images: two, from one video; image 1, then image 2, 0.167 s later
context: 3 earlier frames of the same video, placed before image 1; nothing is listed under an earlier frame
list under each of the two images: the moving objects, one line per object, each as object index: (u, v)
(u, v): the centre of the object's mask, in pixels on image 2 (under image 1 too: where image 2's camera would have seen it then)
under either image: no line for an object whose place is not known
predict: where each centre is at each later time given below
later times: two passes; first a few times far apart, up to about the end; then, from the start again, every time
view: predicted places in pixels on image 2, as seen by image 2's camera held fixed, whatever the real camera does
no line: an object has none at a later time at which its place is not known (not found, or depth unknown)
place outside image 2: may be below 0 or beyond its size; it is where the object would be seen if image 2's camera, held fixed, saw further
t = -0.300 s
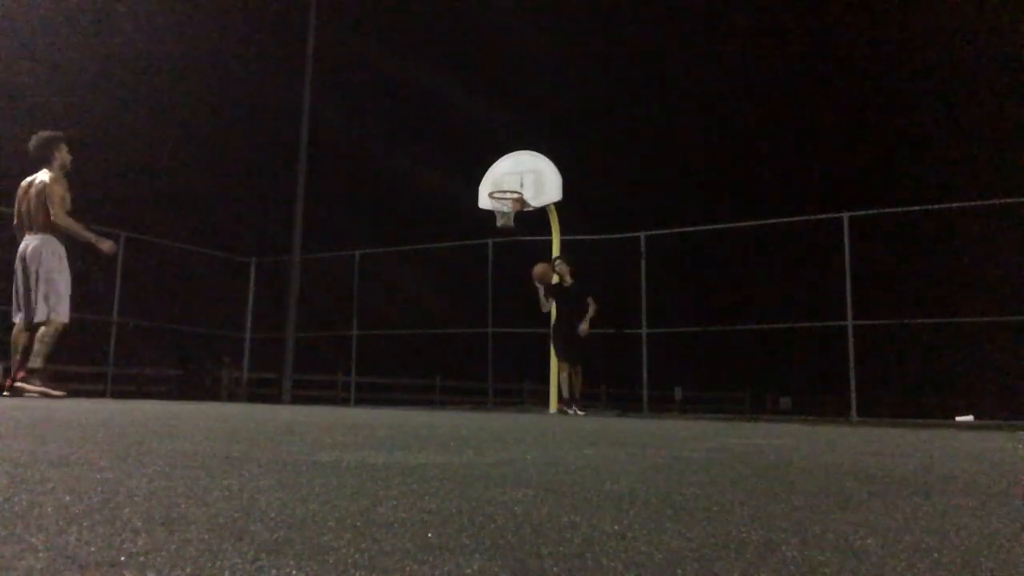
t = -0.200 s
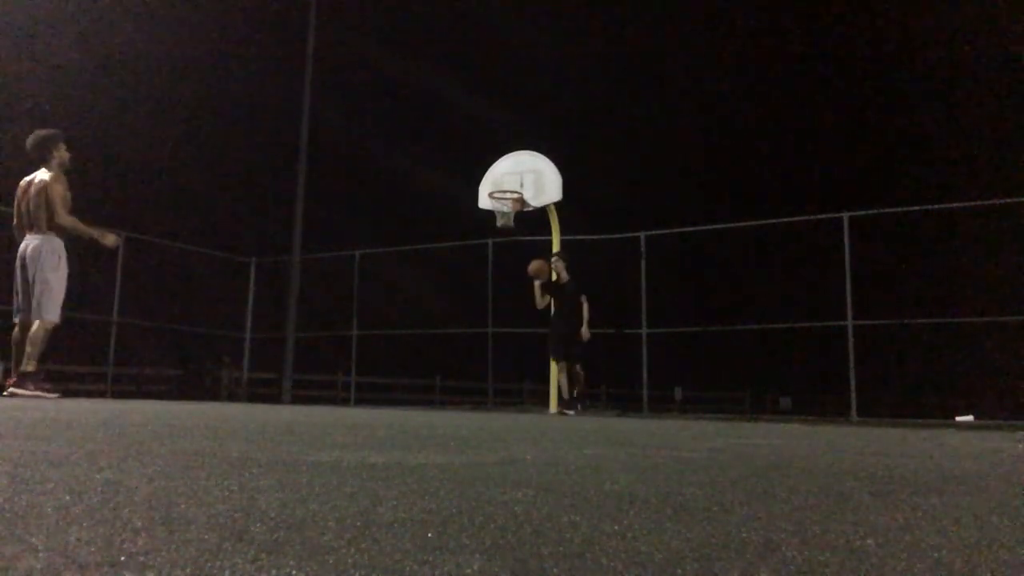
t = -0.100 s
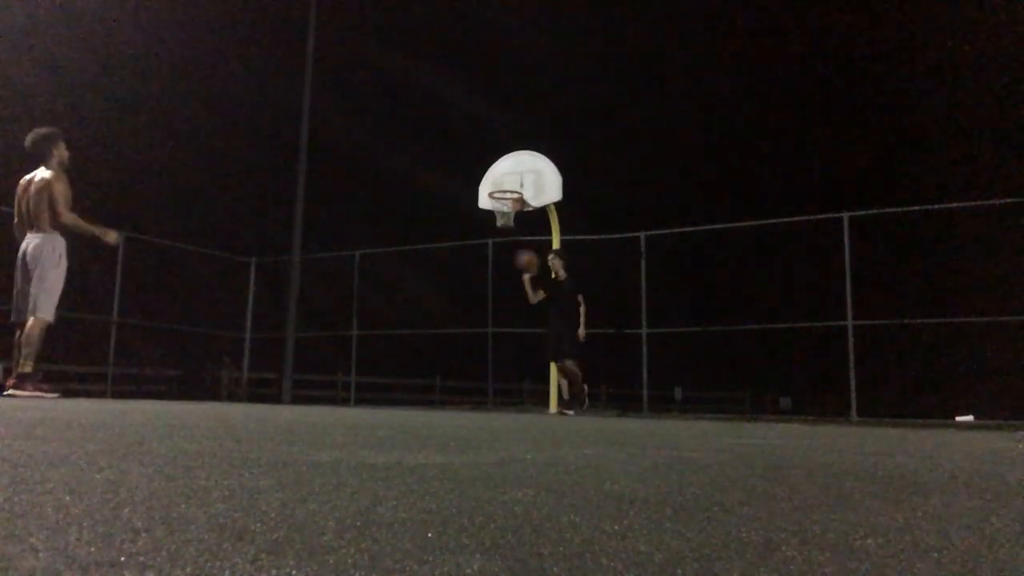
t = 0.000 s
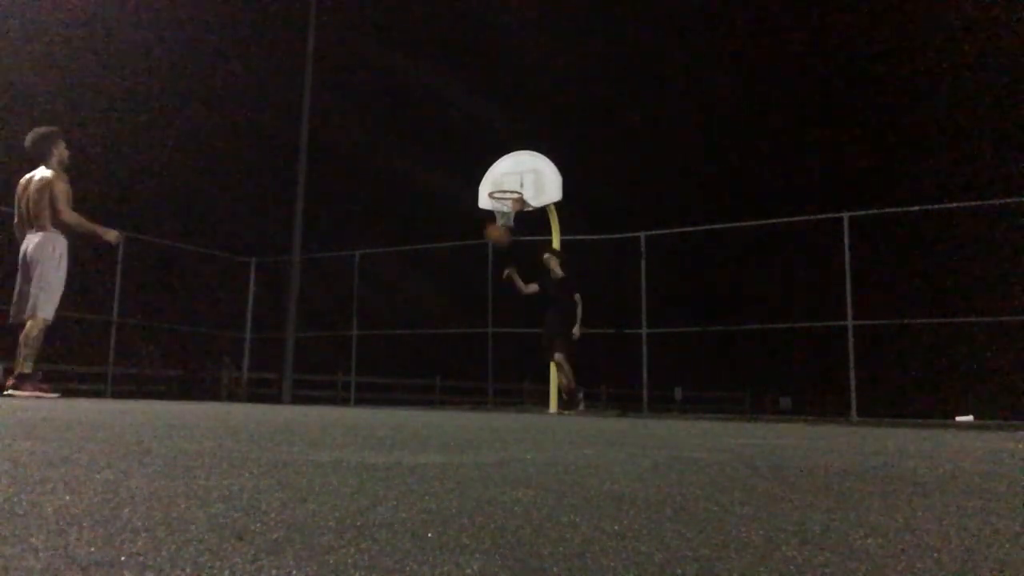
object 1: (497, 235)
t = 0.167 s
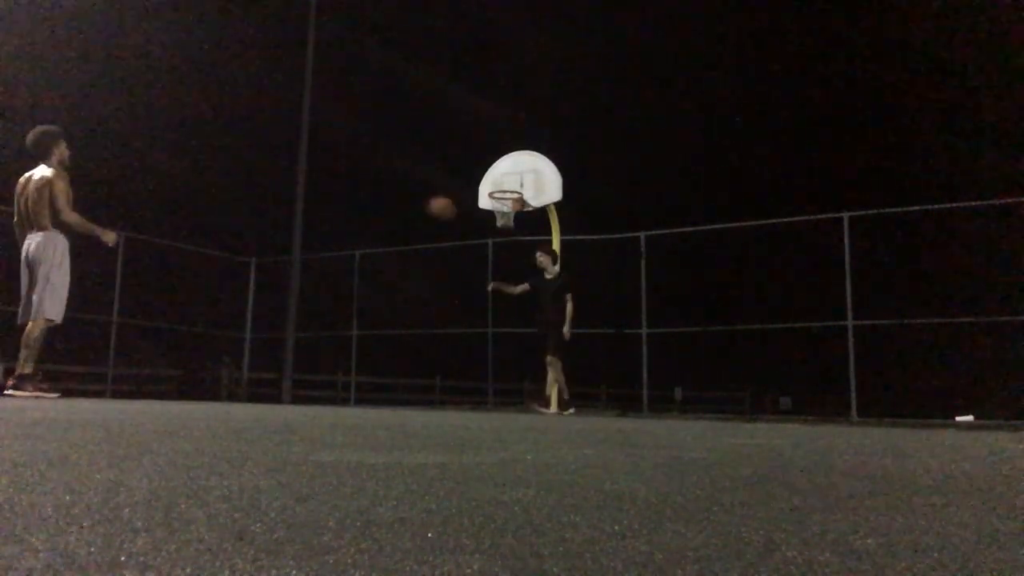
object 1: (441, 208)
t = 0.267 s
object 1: (405, 204)
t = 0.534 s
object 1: (295, 238)
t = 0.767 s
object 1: (175, 342)
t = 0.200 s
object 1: (429, 205)
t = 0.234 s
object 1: (417, 204)
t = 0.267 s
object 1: (405, 204)
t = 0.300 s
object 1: (392, 204)
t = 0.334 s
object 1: (379, 205)
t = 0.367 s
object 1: (366, 208)
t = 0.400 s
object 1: (352, 211)
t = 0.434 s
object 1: (339, 216)
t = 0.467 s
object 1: (325, 222)
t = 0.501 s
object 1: (310, 230)
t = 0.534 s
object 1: (295, 238)
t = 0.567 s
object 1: (277, 250)
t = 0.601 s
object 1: (264, 260)
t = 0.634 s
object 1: (247, 273)
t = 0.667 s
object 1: (230, 288)
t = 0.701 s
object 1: (212, 305)
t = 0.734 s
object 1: (195, 322)
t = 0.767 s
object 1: (175, 342)
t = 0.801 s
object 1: (155, 365)
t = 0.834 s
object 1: (138, 380)
